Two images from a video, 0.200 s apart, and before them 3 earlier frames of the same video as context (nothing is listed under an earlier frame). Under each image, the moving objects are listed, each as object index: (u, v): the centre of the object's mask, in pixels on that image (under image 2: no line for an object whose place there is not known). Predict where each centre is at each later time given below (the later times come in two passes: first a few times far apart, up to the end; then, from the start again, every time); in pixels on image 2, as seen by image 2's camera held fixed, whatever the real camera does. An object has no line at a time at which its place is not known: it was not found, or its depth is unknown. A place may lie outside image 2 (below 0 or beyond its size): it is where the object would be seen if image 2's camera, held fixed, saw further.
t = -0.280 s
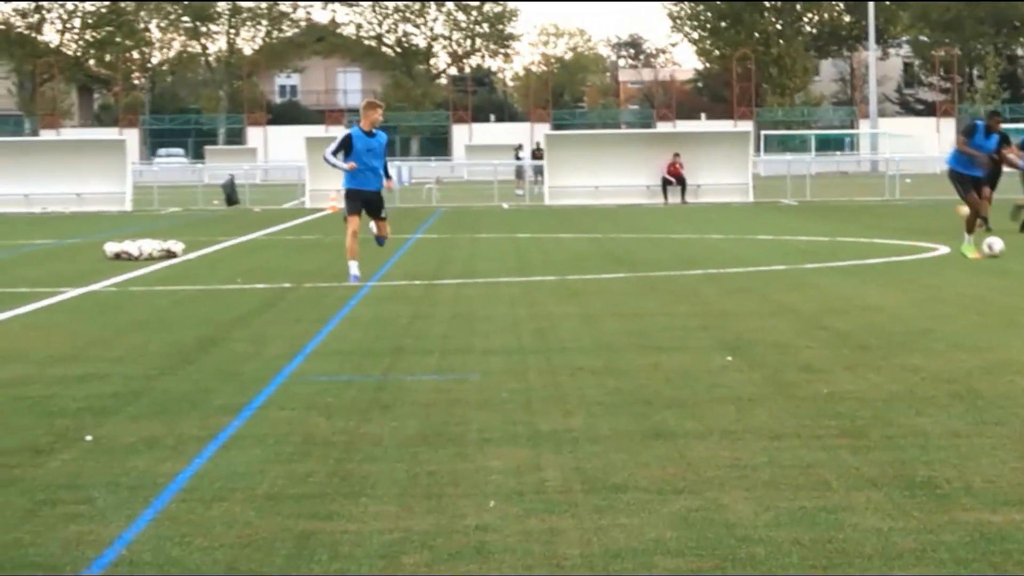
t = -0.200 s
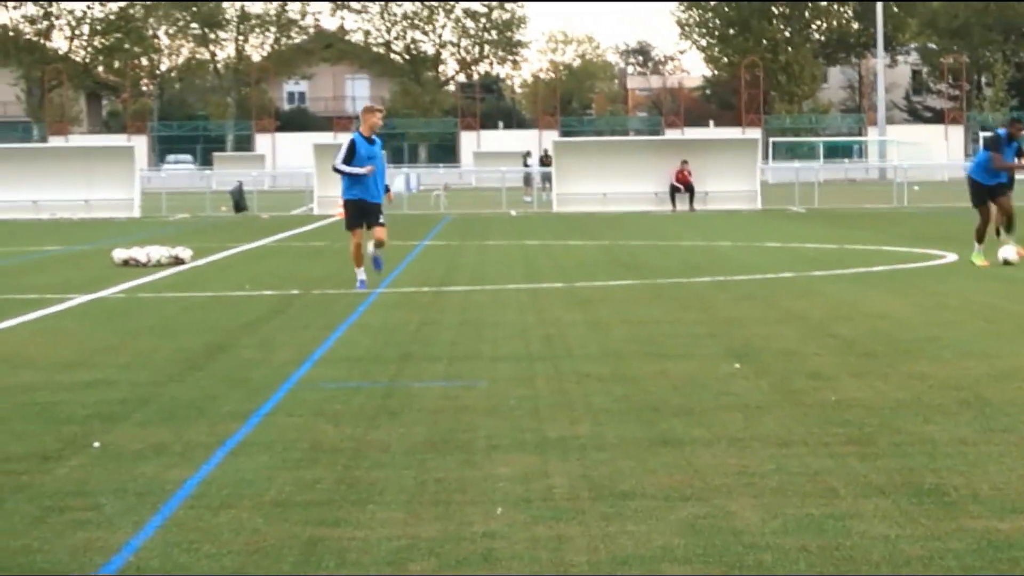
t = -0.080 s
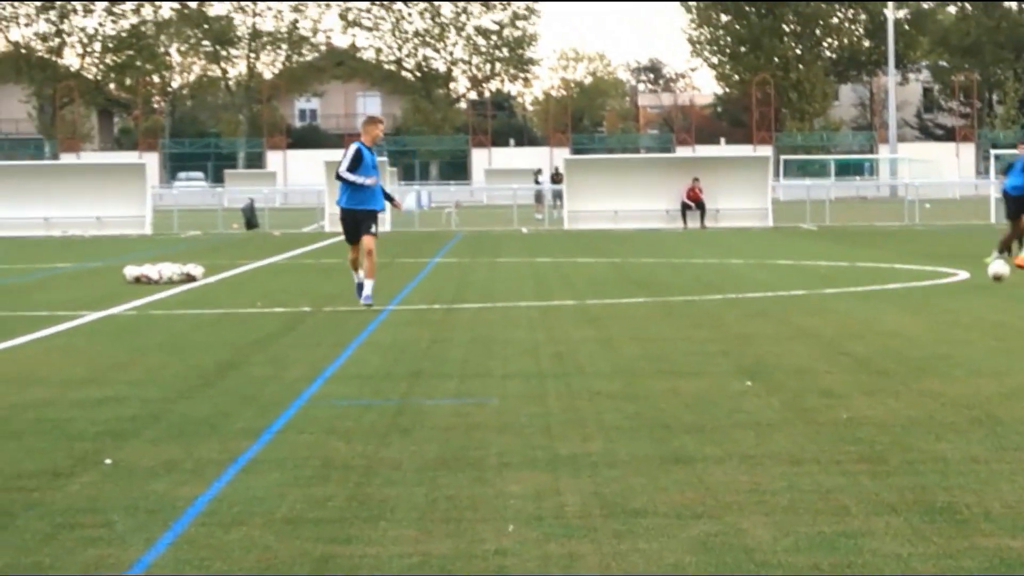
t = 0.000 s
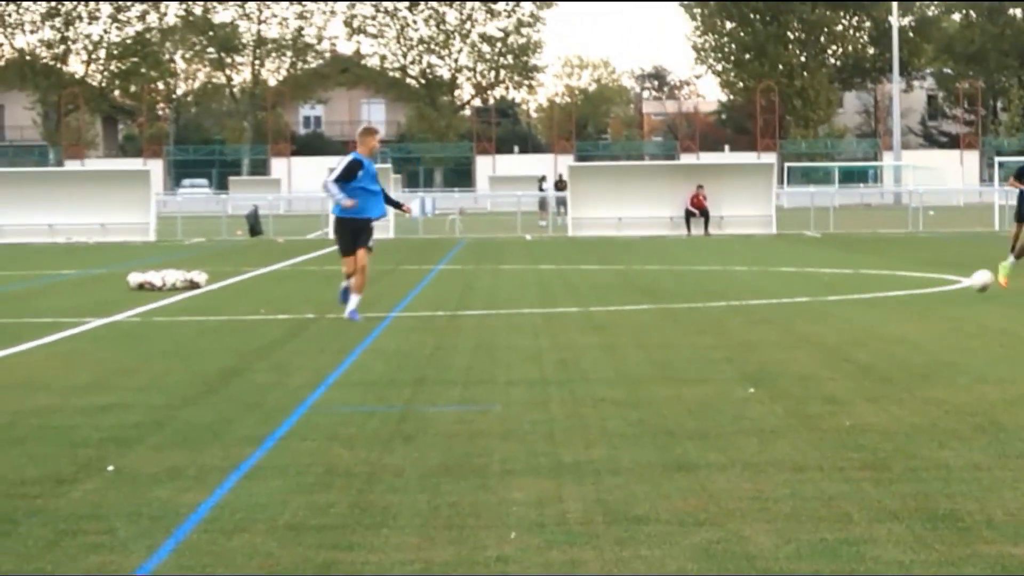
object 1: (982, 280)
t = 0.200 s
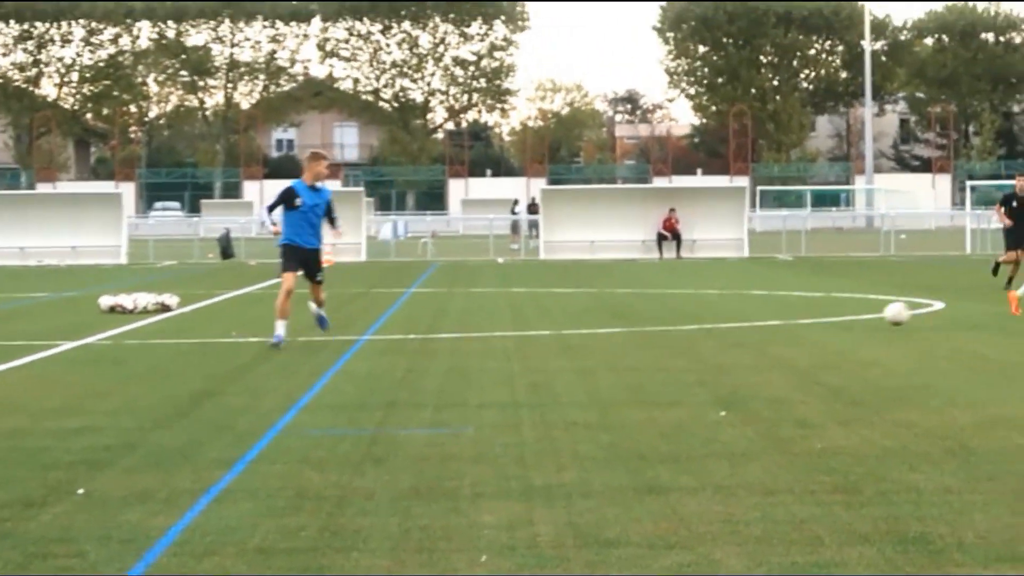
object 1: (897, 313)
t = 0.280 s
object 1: (873, 322)
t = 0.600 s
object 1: (784, 333)
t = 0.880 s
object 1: (705, 340)
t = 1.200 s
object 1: (603, 360)
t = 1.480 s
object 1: (500, 373)
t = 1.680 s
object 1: (419, 380)
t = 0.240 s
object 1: (885, 316)
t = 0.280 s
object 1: (873, 322)
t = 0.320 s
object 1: (863, 323)
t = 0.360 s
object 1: (852, 322)
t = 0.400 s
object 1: (841, 324)
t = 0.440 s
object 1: (829, 327)
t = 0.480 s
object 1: (817, 331)
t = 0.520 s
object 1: (807, 330)
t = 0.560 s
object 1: (795, 331)
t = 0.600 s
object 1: (784, 333)
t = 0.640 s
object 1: (773, 336)
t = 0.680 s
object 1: (762, 336)
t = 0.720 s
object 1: (751, 336)
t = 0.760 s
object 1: (739, 339)
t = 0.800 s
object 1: (728, 343)
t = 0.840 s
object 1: (716, 341)
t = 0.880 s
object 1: (705, 340)
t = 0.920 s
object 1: (693, 341)
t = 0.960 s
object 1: (681, 344)
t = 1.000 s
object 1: (668, 351)
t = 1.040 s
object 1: (656, 351)
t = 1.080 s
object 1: (643, 351)
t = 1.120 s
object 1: (630, 353)
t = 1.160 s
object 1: (617, 357)
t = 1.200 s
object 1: (603, 360)
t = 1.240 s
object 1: (590, 359)
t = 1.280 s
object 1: (576, 361)
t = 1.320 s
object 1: (561, 365)
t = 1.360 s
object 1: (546, 367)
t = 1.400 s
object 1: (531, 368)
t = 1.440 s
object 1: (516, 370)
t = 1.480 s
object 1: (500, 373)
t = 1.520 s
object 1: (484, 374)
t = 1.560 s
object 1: (469, 376)
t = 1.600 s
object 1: (452, 379)
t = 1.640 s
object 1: (435, 380)
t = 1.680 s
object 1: (419, 380)
